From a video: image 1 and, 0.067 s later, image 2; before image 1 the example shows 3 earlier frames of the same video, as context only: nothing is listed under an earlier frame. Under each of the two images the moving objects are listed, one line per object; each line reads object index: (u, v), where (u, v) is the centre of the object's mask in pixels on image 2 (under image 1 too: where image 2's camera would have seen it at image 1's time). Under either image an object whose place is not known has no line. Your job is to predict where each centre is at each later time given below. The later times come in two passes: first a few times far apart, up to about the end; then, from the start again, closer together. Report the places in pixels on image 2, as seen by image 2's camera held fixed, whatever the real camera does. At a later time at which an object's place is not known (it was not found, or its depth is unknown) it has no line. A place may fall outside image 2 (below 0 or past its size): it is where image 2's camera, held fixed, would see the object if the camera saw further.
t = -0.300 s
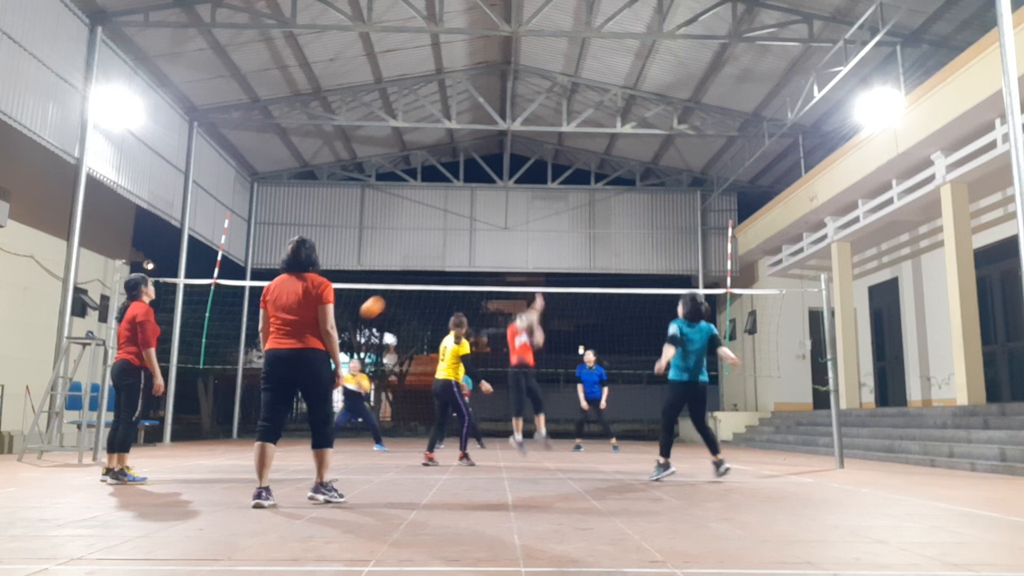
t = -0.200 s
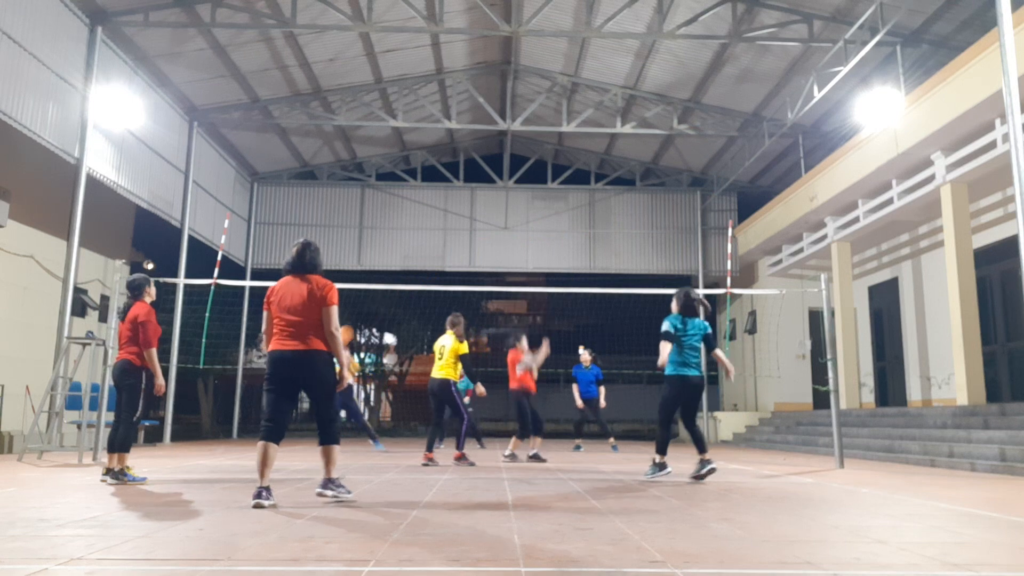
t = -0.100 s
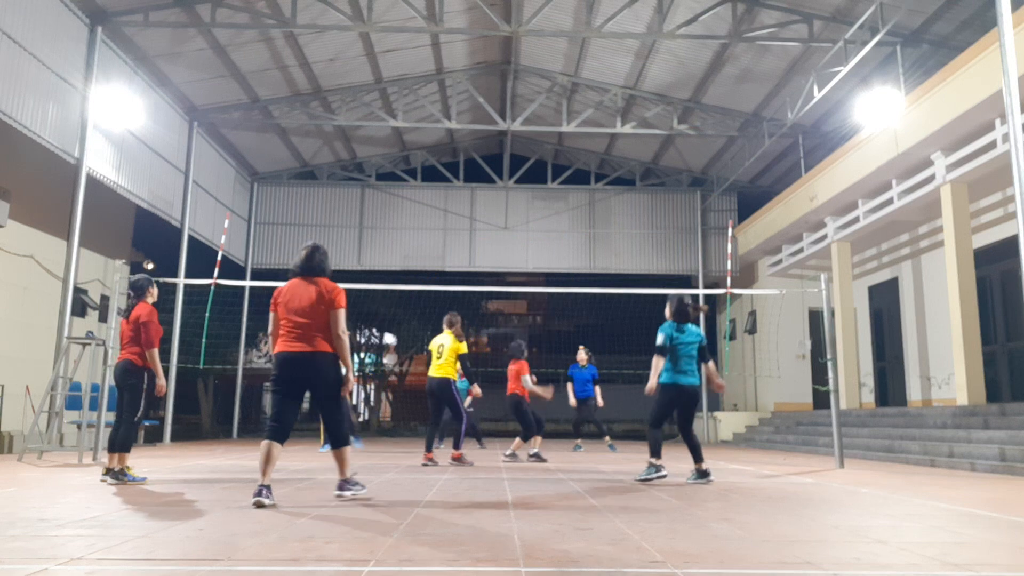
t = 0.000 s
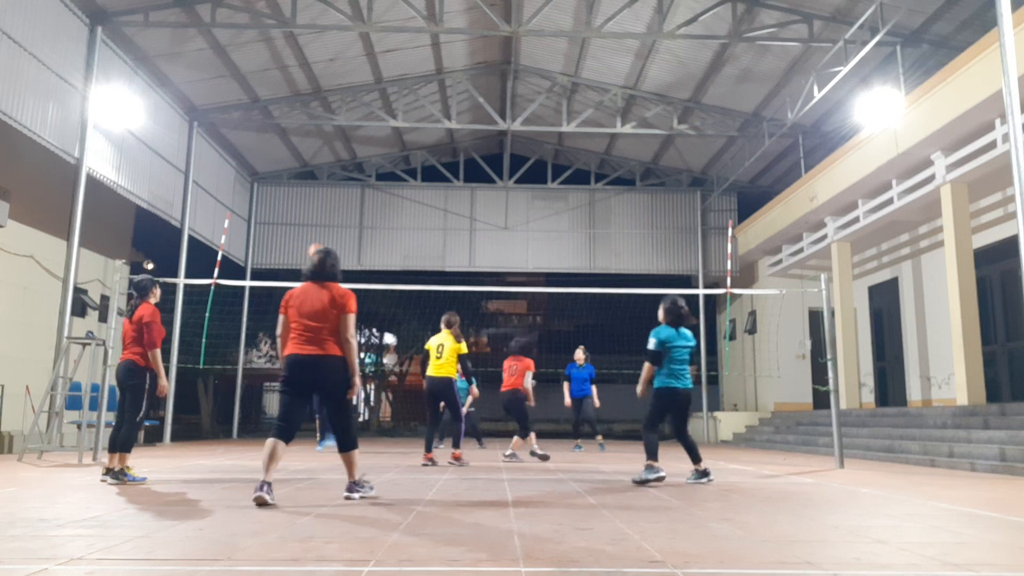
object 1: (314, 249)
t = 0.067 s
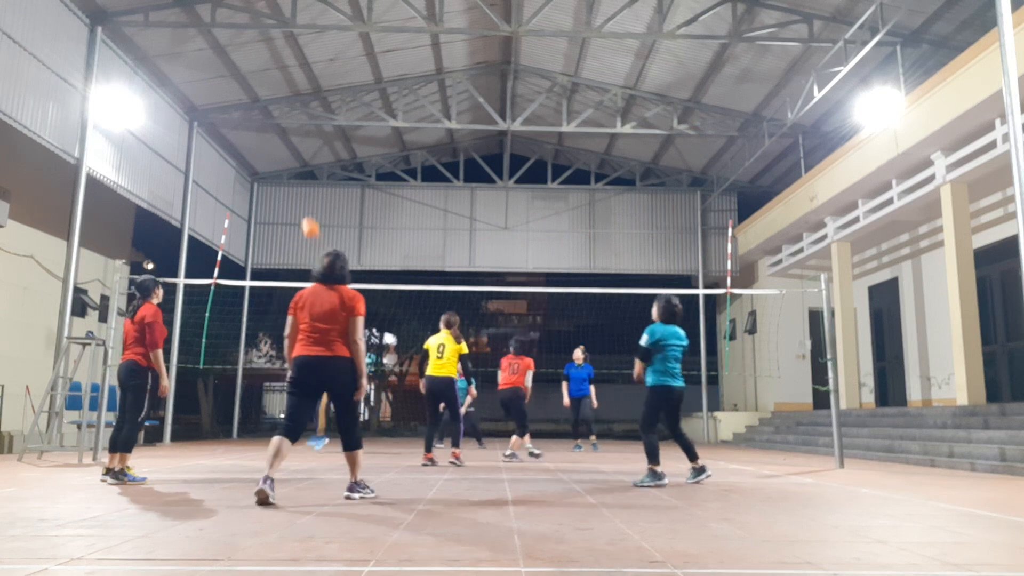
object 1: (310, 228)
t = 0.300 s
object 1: (286, 158)
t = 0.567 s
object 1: (256, 121)
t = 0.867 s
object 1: (219, 134)
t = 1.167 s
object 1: (175, 209)
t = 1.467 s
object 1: (126, 353)
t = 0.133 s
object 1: (303, 205)
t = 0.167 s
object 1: (300, 194)
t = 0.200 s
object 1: (296, 184)
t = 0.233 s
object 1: (293, 175)
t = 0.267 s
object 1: (289, 166)
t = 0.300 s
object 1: (286, 158)
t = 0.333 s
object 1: (282, 151)
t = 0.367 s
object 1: (278, 145)
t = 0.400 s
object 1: (275, 139)
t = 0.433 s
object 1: (271, 134)
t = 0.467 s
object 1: (267, 129)
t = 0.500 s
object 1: (264, 126)
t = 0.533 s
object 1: (260, 123)
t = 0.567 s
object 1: (256, 121)
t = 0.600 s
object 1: (252, 120)
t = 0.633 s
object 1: (248, 119)
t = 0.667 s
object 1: (244, 119)
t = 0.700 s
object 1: (240, 120)
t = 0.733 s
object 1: (236, 121)
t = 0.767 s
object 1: (232, 123)
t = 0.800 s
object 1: (227, 126)
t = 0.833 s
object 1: (223, 130)
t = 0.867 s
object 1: (219, 134)
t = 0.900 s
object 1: (214, 139)
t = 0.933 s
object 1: (210, 145)
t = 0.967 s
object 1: (205, 152)
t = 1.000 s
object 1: (199, 159)
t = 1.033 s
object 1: (195, 167)
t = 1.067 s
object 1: (190, 176)
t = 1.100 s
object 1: (185, 186)
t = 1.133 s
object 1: (180, 197)
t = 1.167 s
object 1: (175, 209)
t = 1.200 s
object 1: (169, 222)
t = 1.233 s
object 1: (164, 234)
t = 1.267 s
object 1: (158, 249)
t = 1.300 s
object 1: (153, 264)
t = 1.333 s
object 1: (147, 279)
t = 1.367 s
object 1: (140, 297)
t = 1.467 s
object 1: (126, 353)
